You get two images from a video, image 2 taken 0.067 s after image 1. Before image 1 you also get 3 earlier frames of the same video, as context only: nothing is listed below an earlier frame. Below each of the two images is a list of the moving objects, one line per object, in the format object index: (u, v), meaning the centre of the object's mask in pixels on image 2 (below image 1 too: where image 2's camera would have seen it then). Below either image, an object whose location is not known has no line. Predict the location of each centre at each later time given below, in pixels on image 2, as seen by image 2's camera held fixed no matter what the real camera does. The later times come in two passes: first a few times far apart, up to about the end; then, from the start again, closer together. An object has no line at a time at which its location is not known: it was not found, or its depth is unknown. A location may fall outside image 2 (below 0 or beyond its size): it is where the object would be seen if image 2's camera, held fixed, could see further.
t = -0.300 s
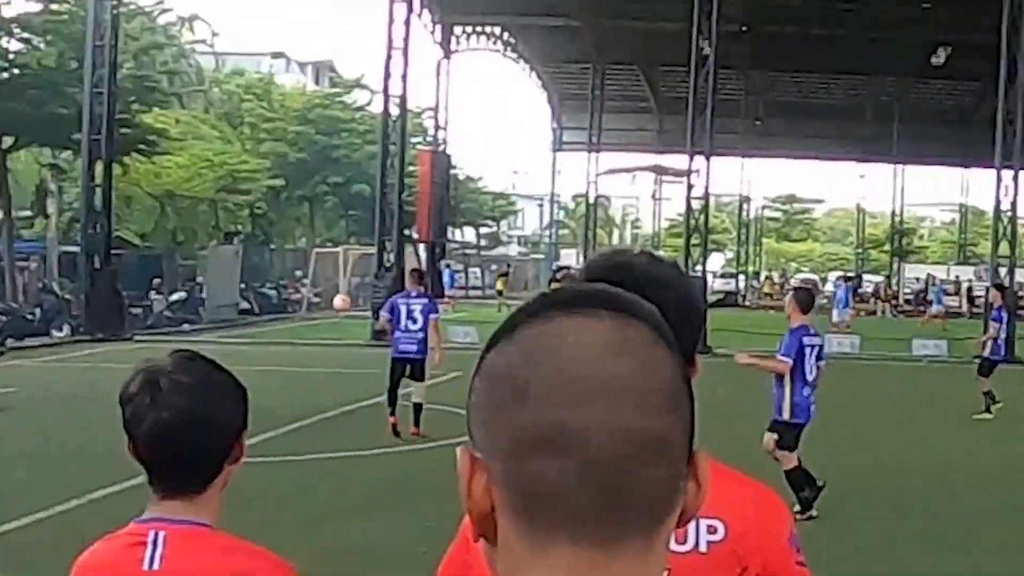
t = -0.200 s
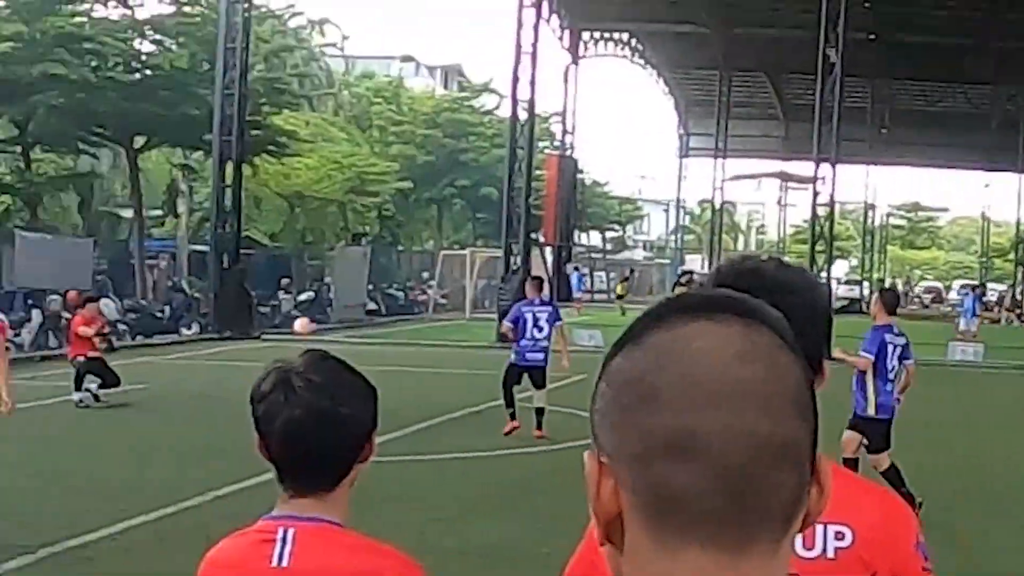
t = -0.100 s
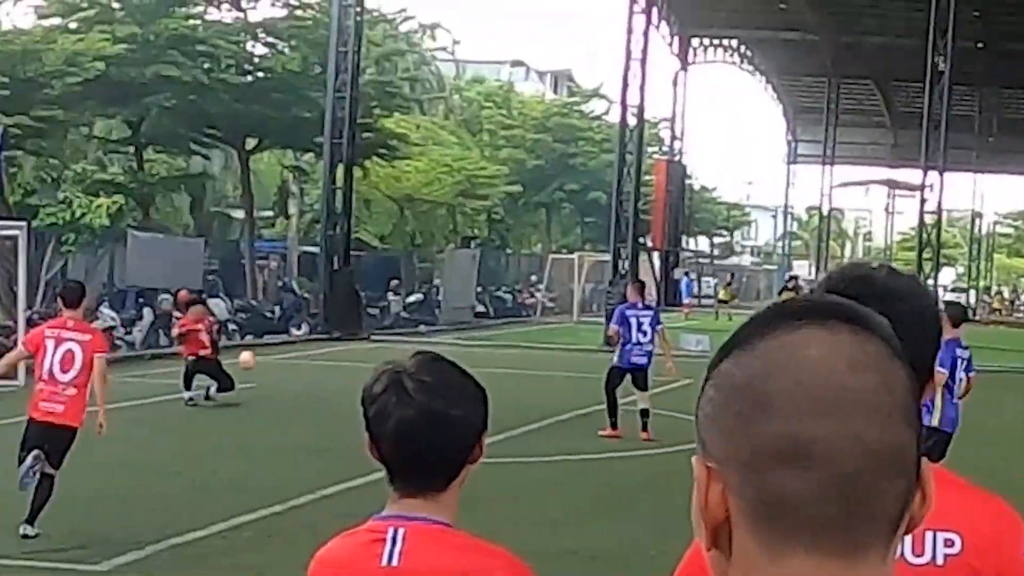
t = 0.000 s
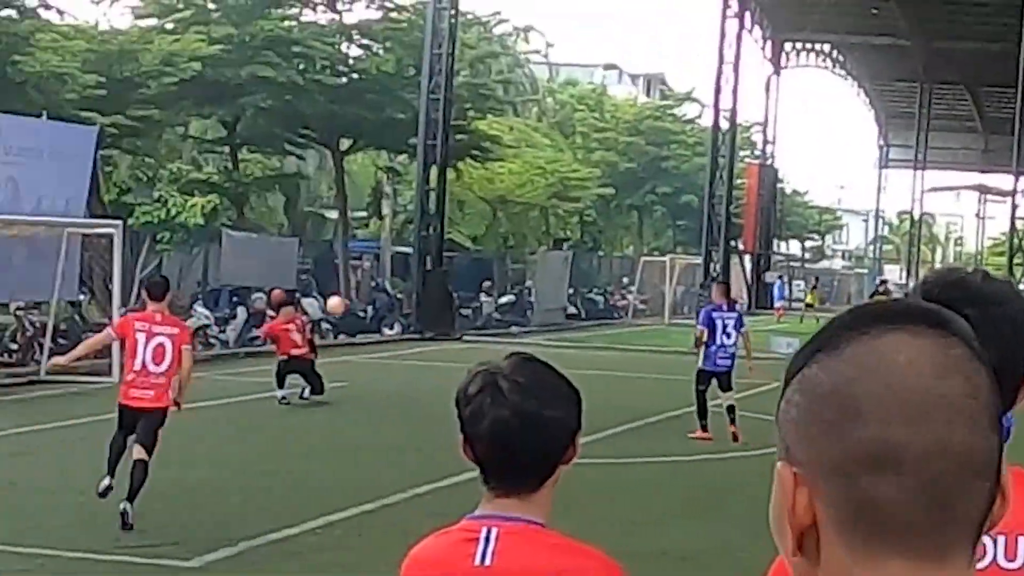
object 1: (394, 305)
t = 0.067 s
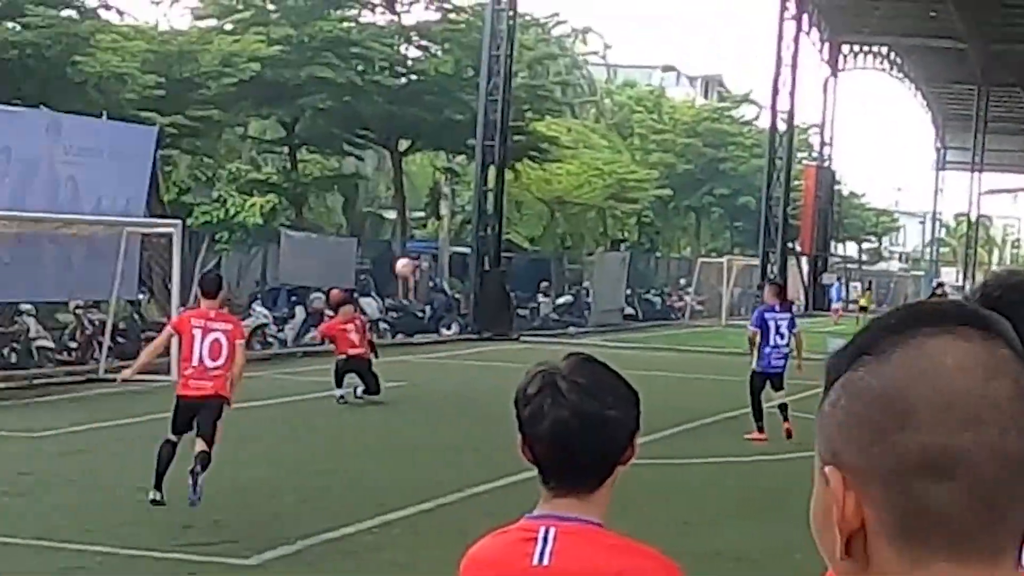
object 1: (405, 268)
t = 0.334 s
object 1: (438, 163)
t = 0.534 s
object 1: (454, 128)
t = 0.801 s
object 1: (468, 128)
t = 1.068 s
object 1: (476, 171)
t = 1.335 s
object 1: (479, 252)
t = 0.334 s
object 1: (438, 163)
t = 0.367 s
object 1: (442, 156)
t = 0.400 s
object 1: (445, 149)
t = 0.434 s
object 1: (447, 142)
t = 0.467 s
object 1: (450, 137)
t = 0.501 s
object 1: (451, 132)
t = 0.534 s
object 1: (454, 128)
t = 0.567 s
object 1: (456, 125)
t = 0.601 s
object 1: (458, 124)
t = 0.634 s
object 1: (460, 123)
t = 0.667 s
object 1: (462, 122)
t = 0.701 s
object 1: (464, 123)
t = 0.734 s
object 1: (465, 124)
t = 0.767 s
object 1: (467, 126)
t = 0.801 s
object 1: (468, 128)
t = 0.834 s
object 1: (469, 132)
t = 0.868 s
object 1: (469, 135)
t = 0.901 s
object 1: (470, 139)
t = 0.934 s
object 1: (471, 145)
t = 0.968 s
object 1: (472, 150)
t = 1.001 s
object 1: (474, 157)
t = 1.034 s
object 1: (475, 164)
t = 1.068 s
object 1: (476, 171)
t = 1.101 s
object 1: (476, 180)
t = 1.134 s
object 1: (477, 189)
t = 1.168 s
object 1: (478, 197)
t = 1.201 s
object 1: (478, 207)
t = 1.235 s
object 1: (478, 218)
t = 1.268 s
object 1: (478, 229)
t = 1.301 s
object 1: (479, 240)
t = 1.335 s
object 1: (479, 252)
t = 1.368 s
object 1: (480, 265)
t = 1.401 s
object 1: (479, 277)
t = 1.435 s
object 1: (479, 291)
